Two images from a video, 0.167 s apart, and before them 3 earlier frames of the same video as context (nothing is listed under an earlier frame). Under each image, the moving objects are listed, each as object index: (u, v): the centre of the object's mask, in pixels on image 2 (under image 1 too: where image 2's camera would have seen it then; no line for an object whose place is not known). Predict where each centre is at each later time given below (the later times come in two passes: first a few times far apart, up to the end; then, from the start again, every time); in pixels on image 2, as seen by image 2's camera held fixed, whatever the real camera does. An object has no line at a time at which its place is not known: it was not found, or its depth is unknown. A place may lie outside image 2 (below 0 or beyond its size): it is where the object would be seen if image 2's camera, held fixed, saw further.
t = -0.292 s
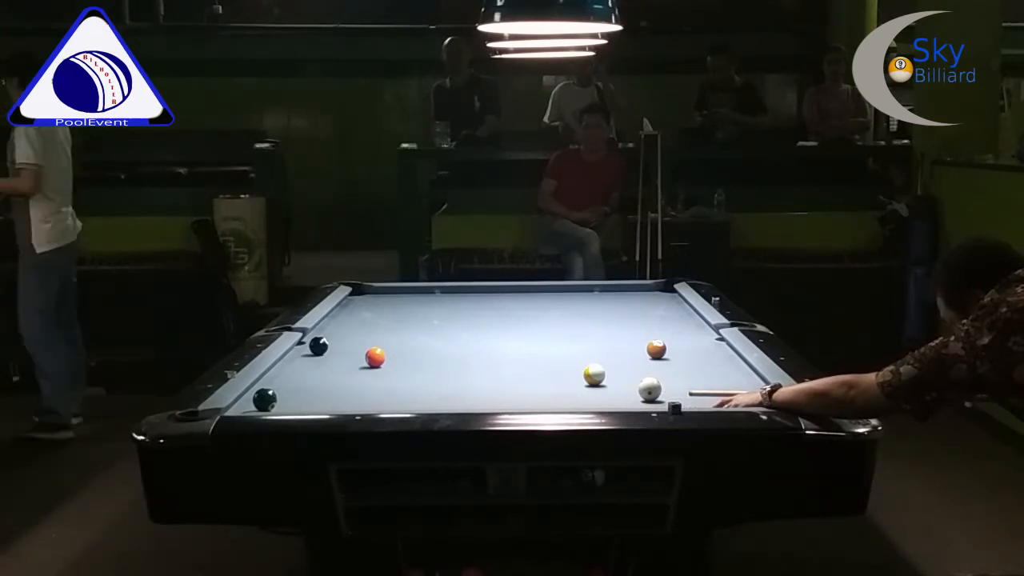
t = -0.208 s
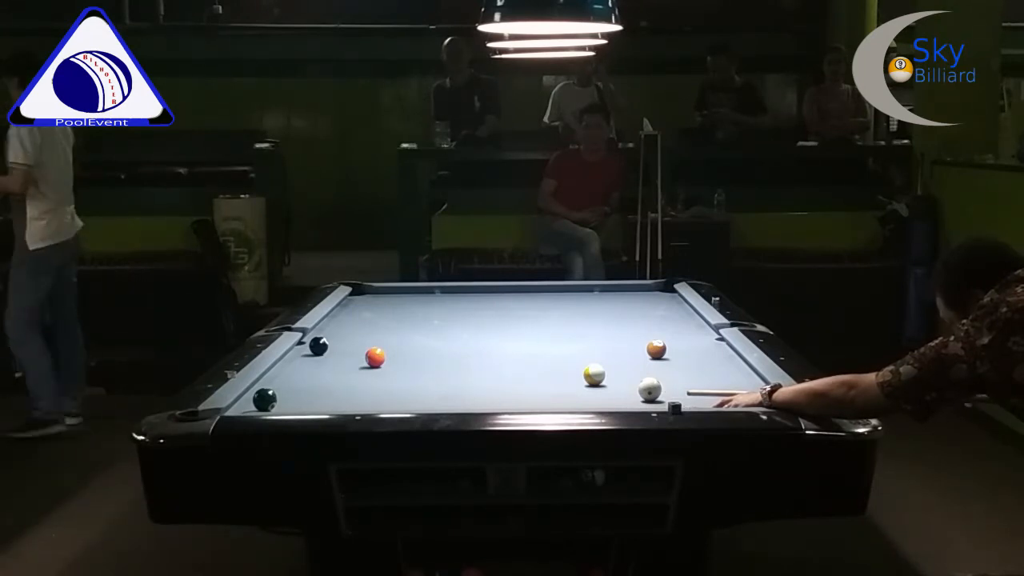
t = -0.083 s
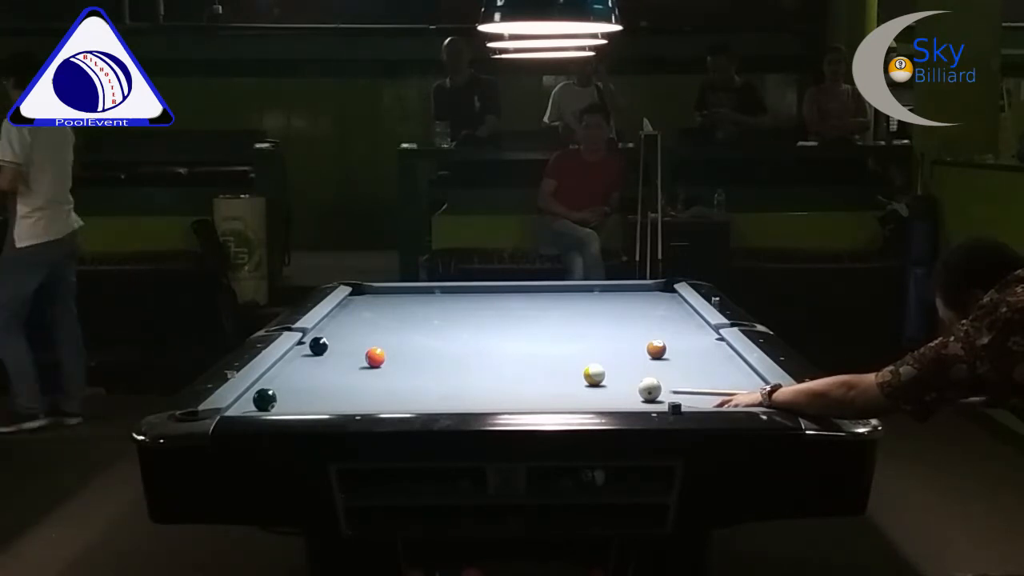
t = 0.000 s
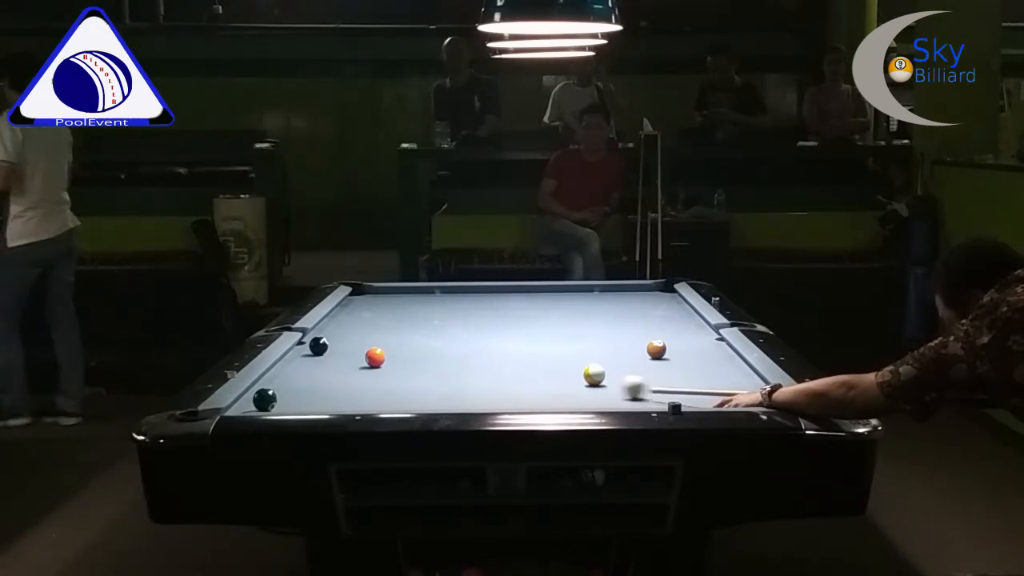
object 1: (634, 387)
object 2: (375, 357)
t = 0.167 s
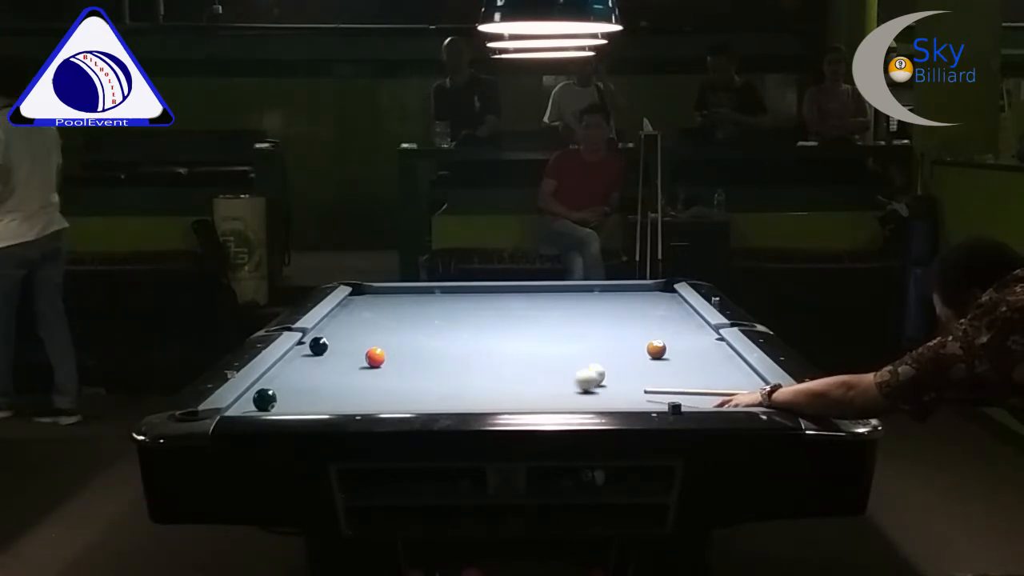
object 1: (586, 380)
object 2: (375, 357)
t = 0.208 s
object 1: (575, 379)
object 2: (375, 357)
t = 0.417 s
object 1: (528, 373)
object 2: (375, 357)
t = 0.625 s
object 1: (485, 367)
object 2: (375, 357)
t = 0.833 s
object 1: (444, 362)
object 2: (375, 357)
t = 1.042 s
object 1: (406, 357)
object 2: (375, 357)
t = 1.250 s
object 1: (389, 353)
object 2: (356, 357)
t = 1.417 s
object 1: (382, 349)
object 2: (338, 358)
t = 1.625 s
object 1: (373, 345)
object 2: (317, 358)
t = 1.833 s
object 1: (364, 341)
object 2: (297, 359)
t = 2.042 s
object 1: (357, 337)
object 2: (293, 359)
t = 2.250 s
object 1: (350, 334)
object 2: (300, 359)
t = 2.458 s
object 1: (343, 331)
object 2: (305, 358)
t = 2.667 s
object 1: (337, 328)
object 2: (310, 359)
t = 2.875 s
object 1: (331, 326)
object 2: (312, 359)
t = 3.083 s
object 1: (326, 323)
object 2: (314, 359)
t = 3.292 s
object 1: (330, 321)
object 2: (315, 359)
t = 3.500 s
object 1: (335, 320)
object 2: (315, 359)
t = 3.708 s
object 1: (339, 318)
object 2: (314, 359)
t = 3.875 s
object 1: (343, 317)
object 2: (314, 359)
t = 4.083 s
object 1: (347, 316)
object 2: (314, 359)
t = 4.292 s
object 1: (349, 315)
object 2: (314, 359)
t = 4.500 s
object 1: (352, 314)
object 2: (314, 359)
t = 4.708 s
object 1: (353, 314)
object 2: (314, 359)
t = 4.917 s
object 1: (354, 314)
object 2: (314, 359)
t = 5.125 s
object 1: (354, 313)
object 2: (314, 359)
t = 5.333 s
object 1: (354, 313)
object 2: (314, 358)
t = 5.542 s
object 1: (354, 313)
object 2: (314, 358)
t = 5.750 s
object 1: (354, 313)
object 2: (314, 358)
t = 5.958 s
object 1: (354, 313)
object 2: (314, 358)
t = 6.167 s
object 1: (354, 313)
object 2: (314, 358)
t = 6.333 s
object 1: (354, 313)
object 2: (314, 358)
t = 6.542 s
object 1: (354, 313)
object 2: (314, 359)
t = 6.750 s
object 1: (354, 313)
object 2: (314, 358)
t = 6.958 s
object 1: (354, 313)
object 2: (314, 358)
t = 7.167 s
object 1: (354, 313)
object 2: (314, 358)
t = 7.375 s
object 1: (354, 313)
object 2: (314, 358)
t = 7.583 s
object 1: (354, 313)
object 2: (315, 359)
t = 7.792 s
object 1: (354, 313)
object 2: (315, 359)
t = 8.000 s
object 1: (354, 313)
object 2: (315, 359)
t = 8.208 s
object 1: (354, 313)
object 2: (315, 359)
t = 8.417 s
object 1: (354, 313)
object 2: (315, 359)
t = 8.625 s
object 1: (354, 313)
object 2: (315, 359)
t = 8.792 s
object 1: (354, 313)
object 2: (315, 359)
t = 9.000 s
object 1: (354, 313)
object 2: (315, 359)
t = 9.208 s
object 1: (354, 313)
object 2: (315, 359)
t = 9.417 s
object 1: (354, 313)
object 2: (315, 359)
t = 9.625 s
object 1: (354, 313)
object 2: (315, 359)
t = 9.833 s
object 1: (354, 313)
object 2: (315, 359)
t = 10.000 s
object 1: (354, 313)
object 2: (315, 359)
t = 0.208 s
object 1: (575, 379)
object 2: (375, 357)
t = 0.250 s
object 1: (566, 377)
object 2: (375, 357)
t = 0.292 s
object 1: (557, 377)
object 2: (375, 357)
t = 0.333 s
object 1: (547, 375)
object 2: (375, 357)
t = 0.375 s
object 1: (538, 374)
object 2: (375, 357)
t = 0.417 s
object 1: (528, 373)
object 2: (375, 357)
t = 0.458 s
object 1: (519, 371)
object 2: (375, 357)
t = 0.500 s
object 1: (510, 370)
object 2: (375, 357)
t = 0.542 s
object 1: (501, 369)
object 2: (375, 357)
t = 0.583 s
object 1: (493, 368)
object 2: (375, 357)
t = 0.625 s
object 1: (485, 367)
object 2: (375, 357)
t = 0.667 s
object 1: (476, 366)
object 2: (375, 357)
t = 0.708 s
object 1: (468, 365)
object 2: (375, 357)
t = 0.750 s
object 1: (460, 364)
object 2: (375, 357)
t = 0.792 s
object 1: (451, 363)
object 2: (375, 357)
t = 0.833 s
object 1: (444, 362)
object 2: (375, 357)
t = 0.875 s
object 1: (436, 361)
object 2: (375, 357)
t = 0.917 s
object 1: (428, 360)
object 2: (375, 357)
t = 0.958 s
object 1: (421, 359)
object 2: (375, 357)
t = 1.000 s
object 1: (413, 358)
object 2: (375, 357)
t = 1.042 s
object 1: (406, 357)
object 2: (375, 357)
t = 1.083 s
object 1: (399, 357)
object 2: (375, 357)
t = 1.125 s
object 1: (395, 355)
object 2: (371, 357)
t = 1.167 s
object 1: (394, 355)
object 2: (365, 357)
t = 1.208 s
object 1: (391, 354)
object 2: (361, 357)
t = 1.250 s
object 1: (389, 353)
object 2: (356, 357)
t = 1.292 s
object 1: (387, 352)
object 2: (352, 357)
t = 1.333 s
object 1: (385, 351)
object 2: (348, 357)
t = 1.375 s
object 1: (383, 350)
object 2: (343, 357)
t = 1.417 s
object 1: (382, 349)
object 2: (338, 358)
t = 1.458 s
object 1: (379, 348)
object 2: (334, 358)
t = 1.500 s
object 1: (378, 347)
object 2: (330, 358)
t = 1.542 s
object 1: (376, 346)
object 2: (326, 358)
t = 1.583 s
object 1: (374, 346)
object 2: (322, 358)
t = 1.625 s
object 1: (373, 345)
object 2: (317, 358)
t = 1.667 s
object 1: (371, 344)
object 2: (313, 358)
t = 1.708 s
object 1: (369, 343)
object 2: (309, 358)
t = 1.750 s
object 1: (367, 342)
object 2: (305, 359)
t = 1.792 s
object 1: (366, 341)
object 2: (301, 358)
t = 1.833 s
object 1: (364, 341)
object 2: (297, 359)
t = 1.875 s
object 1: (363, 340)
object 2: (293, 358)
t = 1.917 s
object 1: (361, 339)
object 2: (290, 359)
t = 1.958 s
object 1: (360, 339)
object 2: (290, 359)
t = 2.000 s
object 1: (358, 338)
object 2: (291, 359)
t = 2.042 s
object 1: (357, 337)
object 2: (293, 359)
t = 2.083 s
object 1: (355, 337)
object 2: (294, 359)
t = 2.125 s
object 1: (354, 336)
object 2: (296, 359)
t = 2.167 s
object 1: (352, 335)
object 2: (297, 359)
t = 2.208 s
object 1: (351, 334)
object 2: (298, 359)
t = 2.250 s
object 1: (350, 334)
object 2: (300, 359)
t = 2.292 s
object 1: (348, 333)
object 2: (301, 358)
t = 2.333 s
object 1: (347, 333)
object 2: (302, 358)
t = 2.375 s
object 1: (346, 332)
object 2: (303, 359)
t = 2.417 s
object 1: (344, 331)
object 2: (304, 358)
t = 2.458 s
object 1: (343, 331)
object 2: (305, 358)
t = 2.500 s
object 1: (342, 330)
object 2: (306, 359)
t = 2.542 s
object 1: (341, 330)
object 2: (307, 359)
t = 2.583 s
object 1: (339, 329)
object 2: (308, 359)
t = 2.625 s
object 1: (338, 329)
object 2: (309, 359)
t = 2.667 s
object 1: (337, 328)
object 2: (310, 359)
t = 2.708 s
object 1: (336, 328)
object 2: (310, 359)
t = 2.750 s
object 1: (335, 327)
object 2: (311, 359)
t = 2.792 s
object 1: (334, 327)
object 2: (311, 359)
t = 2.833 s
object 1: (332, 326)
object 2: (312, 359)
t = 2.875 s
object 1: (331, 326)
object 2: (312, 359)
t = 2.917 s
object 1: (330, 325)
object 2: (313, 359)
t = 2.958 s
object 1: (329, 325)
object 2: (313, 359)
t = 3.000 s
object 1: (328, 324)
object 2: (313, 359)
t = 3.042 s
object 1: (328, 324)
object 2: (313, 359)
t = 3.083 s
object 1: (326, 323)
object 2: (314, 359)
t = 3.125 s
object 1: (327, 323)
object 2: (314, 359)
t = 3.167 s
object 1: (327, 323)
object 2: (314, 359)
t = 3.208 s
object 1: (328, 322)
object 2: (314, 359)
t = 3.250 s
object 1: (329, 322)
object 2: (315, 359)
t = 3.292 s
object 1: (330, 321)
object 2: (315, 359)
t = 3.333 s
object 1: (331, 321)
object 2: (315, 359)
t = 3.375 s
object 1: (332, 321)
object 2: (315, 359)
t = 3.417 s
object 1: (333, 320)
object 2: (315, 359)
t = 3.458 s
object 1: (334, 320)
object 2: (315, 359)
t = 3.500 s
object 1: (335, 320)
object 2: (315, 359)
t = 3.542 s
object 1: (336, 319)
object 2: (315, 359)
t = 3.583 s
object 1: (337, 319)
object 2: (314, 359)
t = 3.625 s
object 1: (337, 319)
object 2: (314, 359)
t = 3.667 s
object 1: (338, 319)
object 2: (314, 359)
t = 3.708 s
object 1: (339, 318)
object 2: (314, 359)
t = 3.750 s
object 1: (340, 318)
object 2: (314, 359)
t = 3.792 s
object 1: (341, 318)
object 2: (314, 359)
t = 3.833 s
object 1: (342, 318)
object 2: (314, 359)
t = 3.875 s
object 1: (343, 317)
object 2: (314, 359)
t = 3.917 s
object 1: (344, 317)
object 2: (314, 359)
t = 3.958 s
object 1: (344, 317)
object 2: (314, 359)
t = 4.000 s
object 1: (345, 317)
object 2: (314, 359)
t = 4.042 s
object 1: (346, 316)
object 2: (314, 359)
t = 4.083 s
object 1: (347, 316)
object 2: (314, 359)
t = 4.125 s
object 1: (347, 316)
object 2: (314, 359)
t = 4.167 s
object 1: (348, 316)
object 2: (314, 359)
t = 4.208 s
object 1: (348, 316)
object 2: (314, 359)
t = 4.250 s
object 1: (348, 315)
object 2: (314, 359)
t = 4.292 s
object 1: (349, 315)
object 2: (314, 359)
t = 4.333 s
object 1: (349, 315)
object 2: (314, 359)
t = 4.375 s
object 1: (350, 315)
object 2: (314, 359)
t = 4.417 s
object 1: (350, 315)
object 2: (314, 359)
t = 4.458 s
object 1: (351, 314)
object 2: (314, 359)
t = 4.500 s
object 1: (352, 314)
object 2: (314, 359)
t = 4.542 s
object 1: (352, 314)
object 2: (314, 359)
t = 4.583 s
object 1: (352, 314)
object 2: (314, 359)
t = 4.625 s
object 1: (352, 314)
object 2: (314, 359)
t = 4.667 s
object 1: (353, 314)
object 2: (314, 359)
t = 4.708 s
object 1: (353, 314)
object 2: (314, 359)
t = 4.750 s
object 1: (353, 314)
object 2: (314, 359)
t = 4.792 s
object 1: (353, 314)
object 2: (314, 359)
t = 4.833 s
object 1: (354, 314)
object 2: (314, 359)
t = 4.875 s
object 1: (354, 314)
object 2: (314, 359)
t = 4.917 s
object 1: (354, 314)
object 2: (314, 359)
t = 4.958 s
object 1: (354, 314)
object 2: (314, 359)
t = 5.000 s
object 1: (354, 313)
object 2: (314, 359)
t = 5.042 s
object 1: (354, 313)
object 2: (314, 359)
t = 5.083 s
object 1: (354, 313)
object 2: (314, 359)
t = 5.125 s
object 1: (354, 313)
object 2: (314, 359)
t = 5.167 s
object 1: (354, 313)
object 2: (314, 358)
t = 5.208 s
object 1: (354, 313)
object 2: (314, 358)
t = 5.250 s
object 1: (354, 313)
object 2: (314, 358)
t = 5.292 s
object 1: (354, 313)
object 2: (314, 358)
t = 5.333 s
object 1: (354, 313)
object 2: (314, 358)
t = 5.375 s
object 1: (354, 313)
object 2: (314, 358)
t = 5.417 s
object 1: (354, 313)
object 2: (314, 358)
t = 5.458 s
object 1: (354, 313)
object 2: (314, 358)
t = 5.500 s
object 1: (354, 313)
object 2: (314, 358)
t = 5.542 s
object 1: (354, 313)
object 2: (314, 358)
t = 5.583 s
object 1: (354, 313)
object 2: (314, 358)
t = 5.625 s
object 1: (354, 313)
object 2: (314, 358)
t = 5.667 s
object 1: (354, 313)
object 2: (314, 358)
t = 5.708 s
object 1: (354, 313)
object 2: (314, 358)
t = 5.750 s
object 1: (354, 313)
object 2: (314, 358)
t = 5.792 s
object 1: (354, 313)
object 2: (314, 358)
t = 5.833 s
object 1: (354, 313)
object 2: (314, 358)
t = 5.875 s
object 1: (354, 313)
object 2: (314, 358)
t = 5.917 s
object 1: (354, 313)
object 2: (314, 358)
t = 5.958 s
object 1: (354, 313)
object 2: (314, 358)
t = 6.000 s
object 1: (354, 313)
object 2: (314, 358)
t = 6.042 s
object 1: (354, 313)
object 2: (314, 358)
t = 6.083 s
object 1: (354, 313)
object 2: (314, 358)
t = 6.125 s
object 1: (354, 313)
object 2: (314, 358)
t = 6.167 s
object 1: (354, 313)
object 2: (314, 358)
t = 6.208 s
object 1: (354, 313)
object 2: (314, 358)
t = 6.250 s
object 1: (354, 313)
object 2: (314, 358)
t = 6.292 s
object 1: (354, 313)
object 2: (314, 358)
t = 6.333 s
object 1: (354, 313)
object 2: (314, 358)
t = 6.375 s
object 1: (354, 313)
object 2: (314, 358)
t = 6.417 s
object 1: (354, 313)
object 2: (314, 358)
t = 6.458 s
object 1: (354, 313)
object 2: (314, 358)
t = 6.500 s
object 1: (354, 313)
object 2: (314, 358)
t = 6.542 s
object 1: (354, 313)
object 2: (314, 359)
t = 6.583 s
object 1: (354, 313)
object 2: (314, 358)
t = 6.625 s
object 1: (354, 313)
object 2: (314, 358)
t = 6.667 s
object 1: (354, 313)
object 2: (314, 359)
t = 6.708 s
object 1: (354, 313)
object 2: (314, 358)
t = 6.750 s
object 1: (354, 313)
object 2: (314, 358)
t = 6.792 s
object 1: (354, 313)
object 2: (314, 358)
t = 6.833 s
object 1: (354, 313)
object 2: (314, 358)
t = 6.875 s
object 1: (354, 313)
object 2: (314, 358)
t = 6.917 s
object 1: (354, 313)
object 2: (314, 358)
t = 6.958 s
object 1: (354, 313)
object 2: (314, 358)
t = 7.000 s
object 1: (354, 313)
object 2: (314, 359)
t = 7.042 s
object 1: (354, 313)
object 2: (314, 358)
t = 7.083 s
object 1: (354, 313)
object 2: (314, 358)
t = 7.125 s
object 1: (354, 313)
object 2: (314, 358)
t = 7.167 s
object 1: (354, 313)
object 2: (314, 358)
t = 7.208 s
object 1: (354, 313)
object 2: (314, 358)
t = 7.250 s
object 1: (354, 313)
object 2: (314, 358)
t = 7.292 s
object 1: (354, 313)
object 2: (314, 358)
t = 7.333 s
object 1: (354, 313)
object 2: (314, 358)
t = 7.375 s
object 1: (354, 313)
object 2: (314, 358)
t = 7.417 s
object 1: (354, 313)
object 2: (314, 358)
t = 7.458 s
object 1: (354, 313)
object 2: (314, 358)
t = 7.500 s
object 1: (354, 313)
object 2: (314, 358)
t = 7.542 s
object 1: (354, 313)
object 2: (315, 359)
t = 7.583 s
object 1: (354, 313)
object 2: (315, 359)
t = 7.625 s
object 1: (354, 313)
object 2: (315, 359)
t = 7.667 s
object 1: (354, 313)
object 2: (315, 359)
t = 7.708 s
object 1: (354, 313)
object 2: (315, 359)
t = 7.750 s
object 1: (354, 313)
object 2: (315, 359)
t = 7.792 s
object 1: (354, 313)
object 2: (315, 359)
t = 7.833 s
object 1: (354, 313)
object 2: (315, 359)
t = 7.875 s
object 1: (354, 313)
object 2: (315, 359)
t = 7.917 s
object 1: (354, 313)
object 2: (315, 359)
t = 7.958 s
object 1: (354, 313)
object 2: (315, 359)
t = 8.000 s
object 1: (354, 313)
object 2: (315, 359)
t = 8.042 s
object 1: (354, 313)
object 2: (315, 359)
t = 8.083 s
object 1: (354, 313)
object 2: (315, 359)
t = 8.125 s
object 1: (354, 313)
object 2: (315, 359)
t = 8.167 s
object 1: (354, 313)
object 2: (315, 359)
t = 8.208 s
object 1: (354, 313)
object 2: (315, 359)
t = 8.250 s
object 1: (354, 313)
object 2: (315, 359)
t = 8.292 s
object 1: (354, 313)
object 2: (315, 359)
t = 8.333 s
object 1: (354, 313)
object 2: (315, 359)
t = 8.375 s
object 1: (354, 313)
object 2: (315, 359)
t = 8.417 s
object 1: (354, 313)
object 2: (315, 359)
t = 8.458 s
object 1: (354, 313)
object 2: (315, 359)
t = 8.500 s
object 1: (354, 313)
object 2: (315, 359)
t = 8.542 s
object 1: (354, 313)
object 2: (315, 359)
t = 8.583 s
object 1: (354, 313)
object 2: (315, 359)
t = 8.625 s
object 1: (354, 313)
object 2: (315, 359)
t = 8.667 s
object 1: (354, 313)
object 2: (315, 359)
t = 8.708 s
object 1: (354, 313)
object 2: (315, 359)
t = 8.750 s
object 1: (354, 313)
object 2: (315, 359)
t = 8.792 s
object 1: (354, 313)
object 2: (315, 359)
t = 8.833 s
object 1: (354, 313)
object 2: (315, 359)
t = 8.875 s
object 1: (354, 313)
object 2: (315, 359)
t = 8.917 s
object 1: (354, 313)
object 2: (315, 359)
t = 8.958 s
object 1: (354, 313)
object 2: (315, 359)
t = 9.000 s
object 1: (354, 313)
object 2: (315, 359)
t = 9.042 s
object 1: (354, 313)
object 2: (315, 359)
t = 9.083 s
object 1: (354, 313)
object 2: (315, 359)
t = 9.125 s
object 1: (354, 313)
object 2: (315, 359)
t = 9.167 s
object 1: (354, 313)
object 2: (315, 359)
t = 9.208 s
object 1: (354, 313)
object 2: (315, 359)
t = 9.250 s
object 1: (354, 313)
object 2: (315, 359)
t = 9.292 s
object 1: (354, 313)
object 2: (315, 359)
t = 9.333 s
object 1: (354, 313)
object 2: (315, 359)
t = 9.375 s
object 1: (354, 313)
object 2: (315, 359)
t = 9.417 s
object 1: (354, 313)
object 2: (315, 359)
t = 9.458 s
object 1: (354, 313)
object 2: (315, 359)
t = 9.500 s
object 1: (354, 313)
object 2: (315, 359)
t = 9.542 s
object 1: (354, 313)
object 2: (315, 359)
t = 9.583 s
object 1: (354, 313)
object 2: (315, 359)
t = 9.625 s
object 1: (354, 313)
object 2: (315, 359)
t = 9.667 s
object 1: (354, 313)
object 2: (315, 359)
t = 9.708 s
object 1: (354, 313)
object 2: (315, 359)
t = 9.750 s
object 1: (354, 313)
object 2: (315, 359)
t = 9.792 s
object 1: (354, 313)
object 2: (315, 359)
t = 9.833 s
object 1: (354, 313)
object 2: (315, 359)
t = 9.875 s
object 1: (354, 313)
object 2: (315, 359)
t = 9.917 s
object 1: (354, 313)
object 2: (315, 359)
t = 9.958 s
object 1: (354, 313)
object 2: (315, 359)
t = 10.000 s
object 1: (354, 313)
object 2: (315, 359)
